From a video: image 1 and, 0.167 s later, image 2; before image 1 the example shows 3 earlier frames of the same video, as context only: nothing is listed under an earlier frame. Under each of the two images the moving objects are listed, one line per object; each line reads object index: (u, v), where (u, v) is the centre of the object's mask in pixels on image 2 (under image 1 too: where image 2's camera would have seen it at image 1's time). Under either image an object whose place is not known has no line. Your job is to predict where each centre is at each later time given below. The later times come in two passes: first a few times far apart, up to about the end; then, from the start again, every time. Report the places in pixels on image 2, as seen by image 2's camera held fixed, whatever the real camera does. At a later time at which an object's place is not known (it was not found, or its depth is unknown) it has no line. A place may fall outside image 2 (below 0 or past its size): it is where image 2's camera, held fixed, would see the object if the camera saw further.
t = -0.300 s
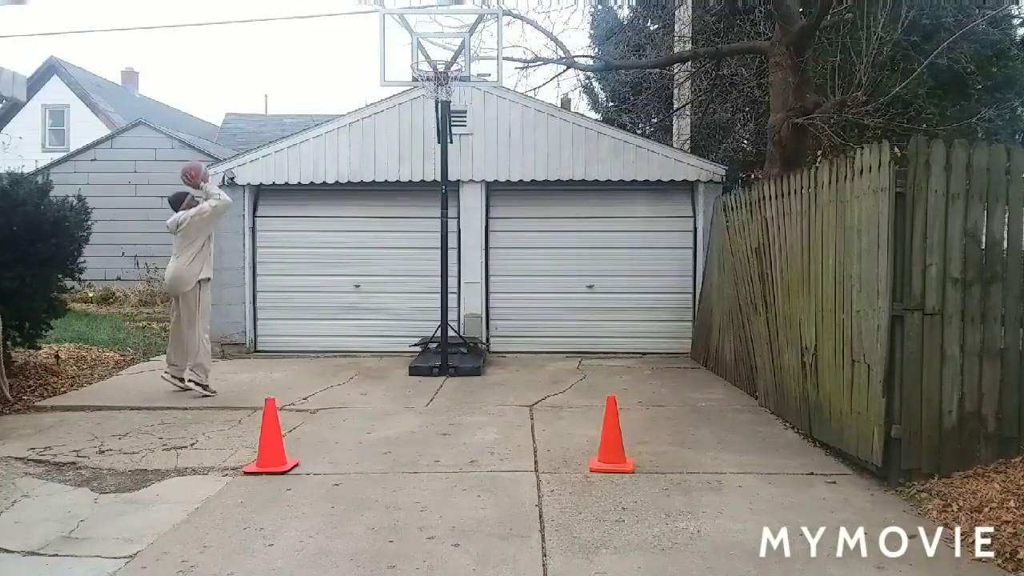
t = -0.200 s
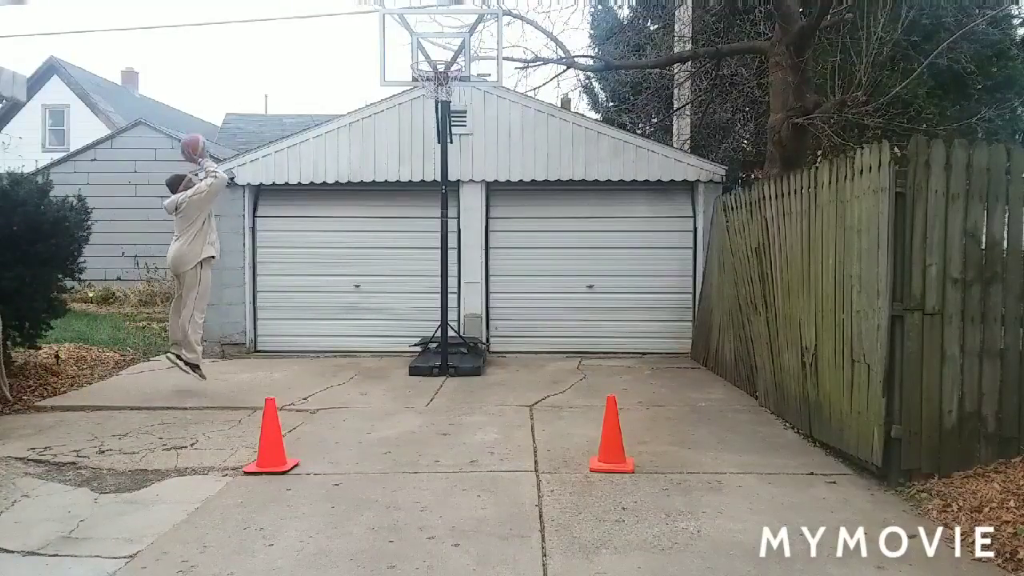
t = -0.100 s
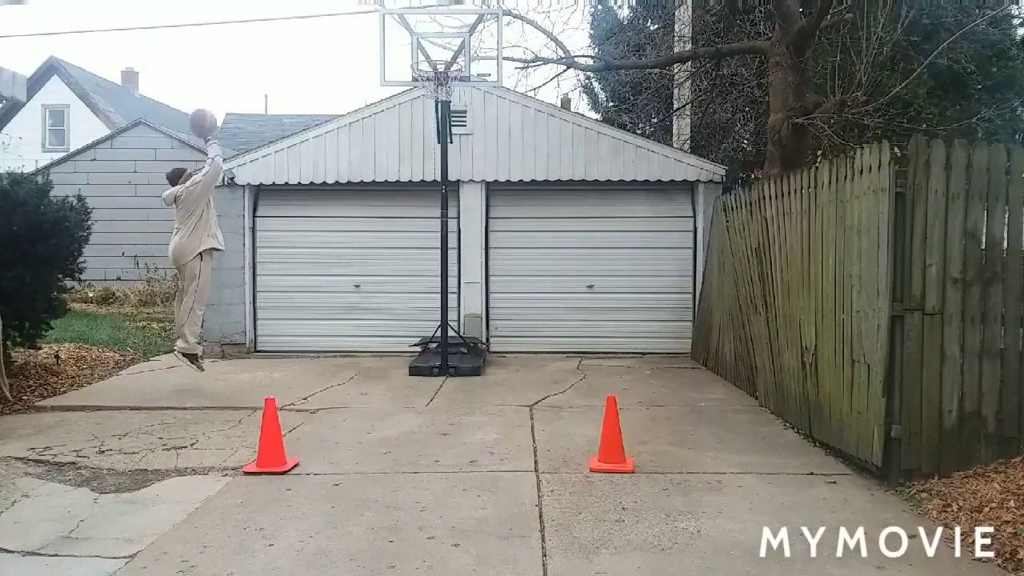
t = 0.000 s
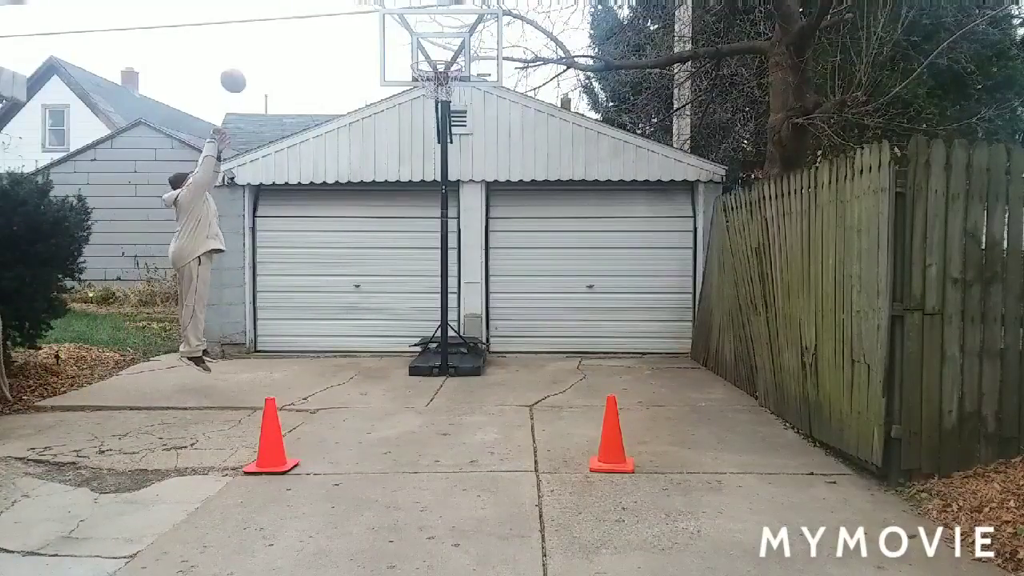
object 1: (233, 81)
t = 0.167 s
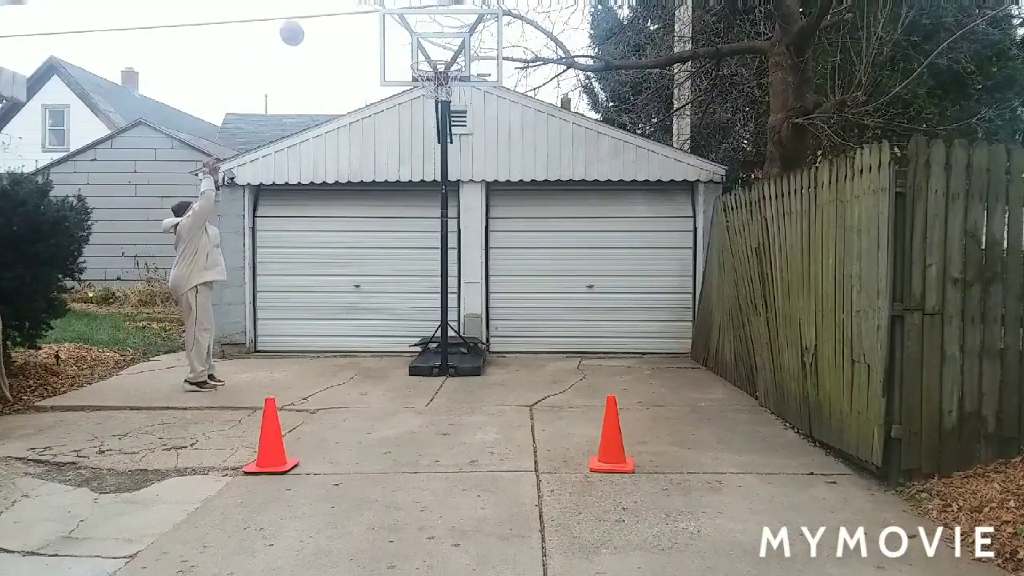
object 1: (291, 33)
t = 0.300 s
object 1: (337, 18)
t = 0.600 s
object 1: (438, 52)
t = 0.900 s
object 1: (417, 82)
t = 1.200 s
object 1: (443, 116)
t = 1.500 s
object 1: (469, 231)
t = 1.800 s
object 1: (490, 351)
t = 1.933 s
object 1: (497, 296)
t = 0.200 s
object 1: (303, 27)
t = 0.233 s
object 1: (314, 23)
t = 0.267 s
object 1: (326, 20)
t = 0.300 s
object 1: (337, 18)
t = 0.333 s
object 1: (349, 17)
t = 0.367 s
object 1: (360, 17)
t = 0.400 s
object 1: (371, 19)
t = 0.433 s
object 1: (382, 22)
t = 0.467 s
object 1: (395, 25)
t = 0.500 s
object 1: (405, 30)
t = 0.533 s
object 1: (416, 36)
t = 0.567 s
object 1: (426, 43)
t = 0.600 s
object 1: (438, 52)
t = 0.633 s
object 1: (448, 62)
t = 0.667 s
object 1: (444, 67)
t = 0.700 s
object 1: (436, 71)
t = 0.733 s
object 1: (427, 75)
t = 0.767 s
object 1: (420, 81)
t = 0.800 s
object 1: (417, 81)
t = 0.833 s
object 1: (416, 81)
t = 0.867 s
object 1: (416, 82)
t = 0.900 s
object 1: (417, 82)
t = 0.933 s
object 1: (419, 84)
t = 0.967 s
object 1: (421, 85)
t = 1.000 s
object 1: (424, 87)
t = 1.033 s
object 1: (428, 96)
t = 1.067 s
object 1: (431, 96)
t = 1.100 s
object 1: (434, 103)
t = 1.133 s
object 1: (436, 104)
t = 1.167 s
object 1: (440, 110)
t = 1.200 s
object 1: (443, 116)
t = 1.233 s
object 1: (446, 125)
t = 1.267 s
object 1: (448, 135)
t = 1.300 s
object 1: (452, 145)
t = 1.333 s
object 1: (454, 157)
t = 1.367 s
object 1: (458, 170)
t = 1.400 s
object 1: (461, 184)
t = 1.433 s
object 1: (463, 198)
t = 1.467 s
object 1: (466, 214)
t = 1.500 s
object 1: (469, 231)
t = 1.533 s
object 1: (472, 250)
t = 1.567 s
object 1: (475, 268)
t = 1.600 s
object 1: (477, 288)
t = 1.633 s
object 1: (481, 308)
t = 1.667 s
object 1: (482, 329)
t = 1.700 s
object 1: (483, 352)
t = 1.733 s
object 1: (487, 376)
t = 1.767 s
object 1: (488, 366)
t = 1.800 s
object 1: (490, 351)
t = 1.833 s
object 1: (492, 334)
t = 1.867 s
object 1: (494, 320)
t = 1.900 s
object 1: (495, 307)
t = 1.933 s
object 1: (497, 296)
